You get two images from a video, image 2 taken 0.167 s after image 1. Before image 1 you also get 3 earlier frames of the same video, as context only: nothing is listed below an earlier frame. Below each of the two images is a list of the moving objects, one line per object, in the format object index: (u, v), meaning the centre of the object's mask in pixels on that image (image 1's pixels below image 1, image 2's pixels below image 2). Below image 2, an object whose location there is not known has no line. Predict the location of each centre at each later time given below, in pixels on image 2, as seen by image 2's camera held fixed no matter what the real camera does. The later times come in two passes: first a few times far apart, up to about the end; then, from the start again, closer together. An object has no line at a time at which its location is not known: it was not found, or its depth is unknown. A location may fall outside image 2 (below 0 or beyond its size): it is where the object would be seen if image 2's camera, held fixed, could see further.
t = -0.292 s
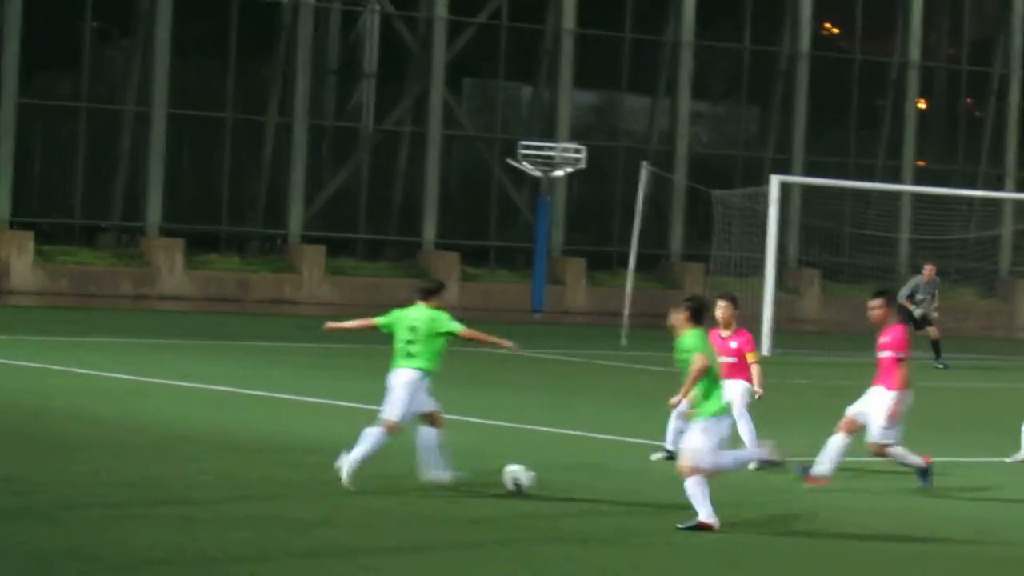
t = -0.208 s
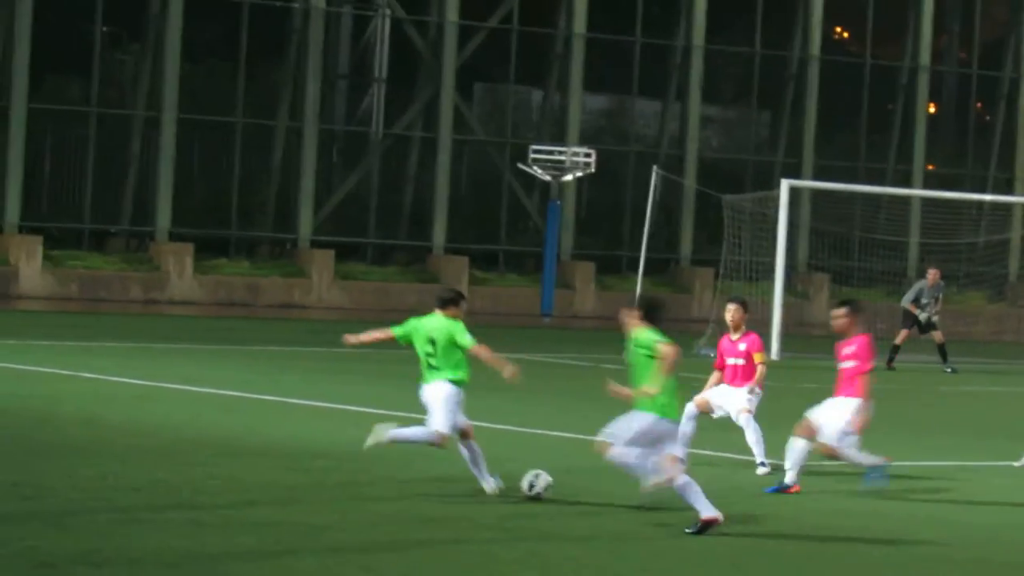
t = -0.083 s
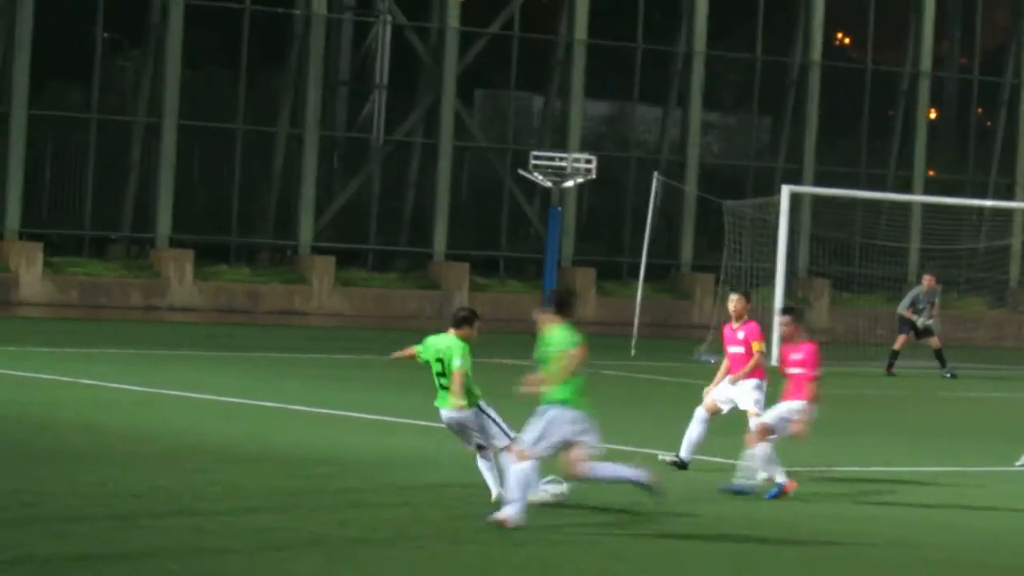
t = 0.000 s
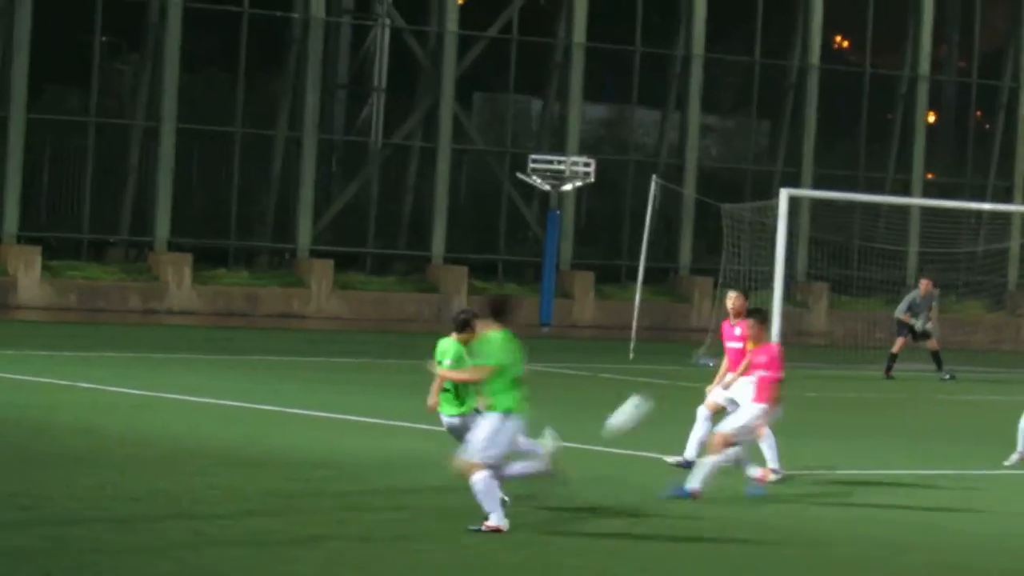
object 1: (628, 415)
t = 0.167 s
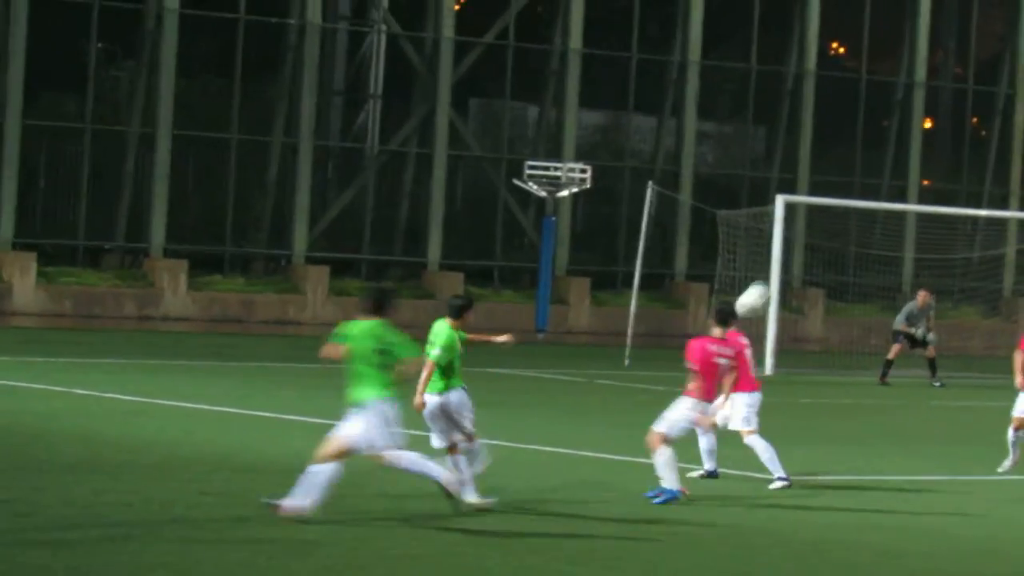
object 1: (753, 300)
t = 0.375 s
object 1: (865, 207)
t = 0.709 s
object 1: (981, 162)
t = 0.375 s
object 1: (865, 207)
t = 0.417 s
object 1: (880, 193)
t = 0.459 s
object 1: (898, 185)
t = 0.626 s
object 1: (960, 163)
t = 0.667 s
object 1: (970, 161)
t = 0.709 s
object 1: (981, 162)
